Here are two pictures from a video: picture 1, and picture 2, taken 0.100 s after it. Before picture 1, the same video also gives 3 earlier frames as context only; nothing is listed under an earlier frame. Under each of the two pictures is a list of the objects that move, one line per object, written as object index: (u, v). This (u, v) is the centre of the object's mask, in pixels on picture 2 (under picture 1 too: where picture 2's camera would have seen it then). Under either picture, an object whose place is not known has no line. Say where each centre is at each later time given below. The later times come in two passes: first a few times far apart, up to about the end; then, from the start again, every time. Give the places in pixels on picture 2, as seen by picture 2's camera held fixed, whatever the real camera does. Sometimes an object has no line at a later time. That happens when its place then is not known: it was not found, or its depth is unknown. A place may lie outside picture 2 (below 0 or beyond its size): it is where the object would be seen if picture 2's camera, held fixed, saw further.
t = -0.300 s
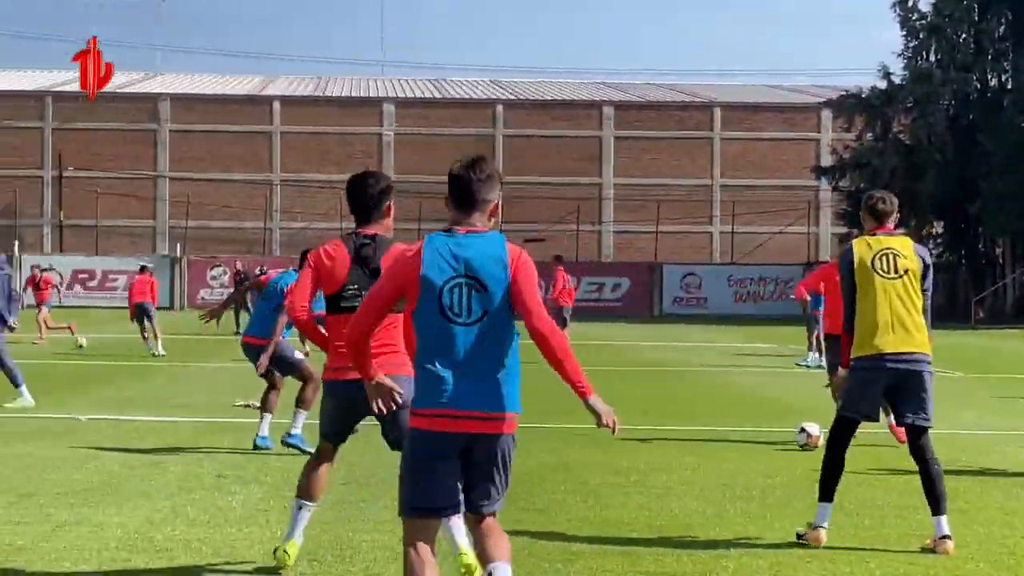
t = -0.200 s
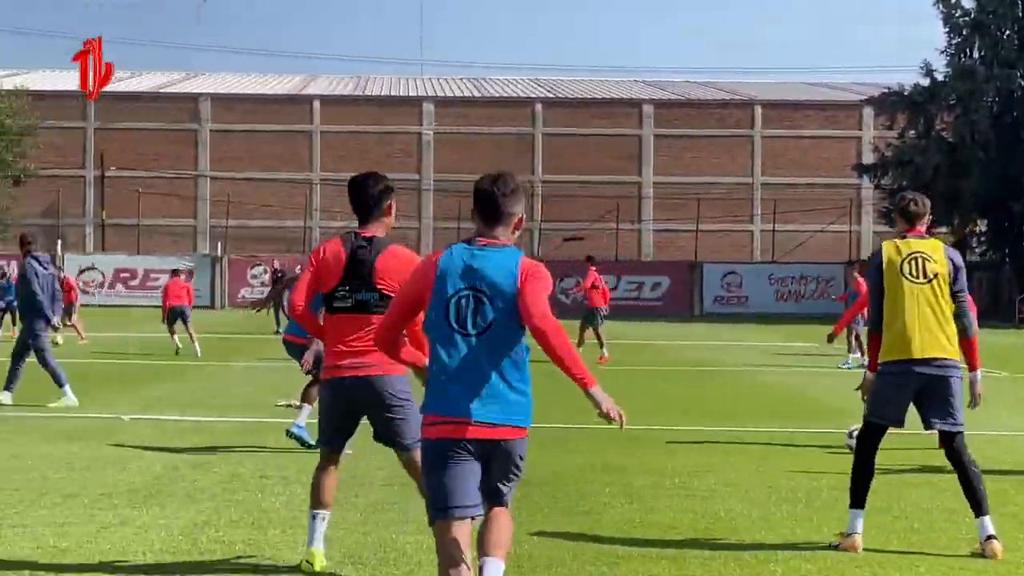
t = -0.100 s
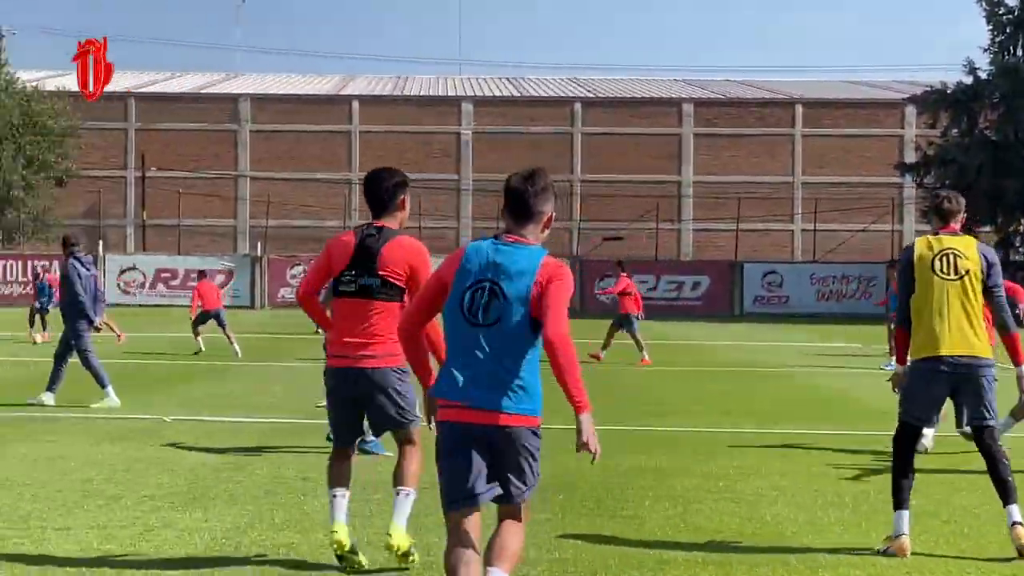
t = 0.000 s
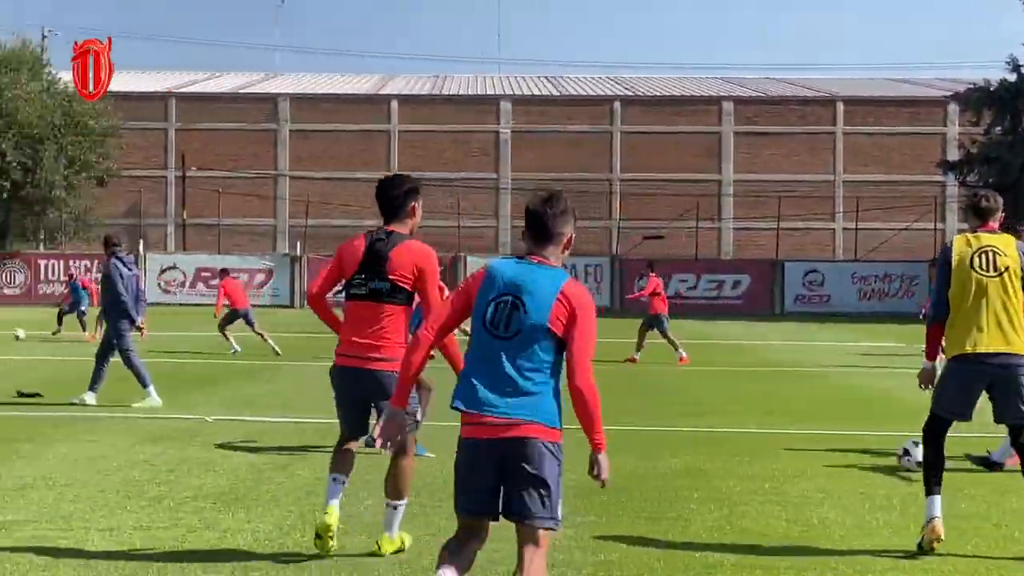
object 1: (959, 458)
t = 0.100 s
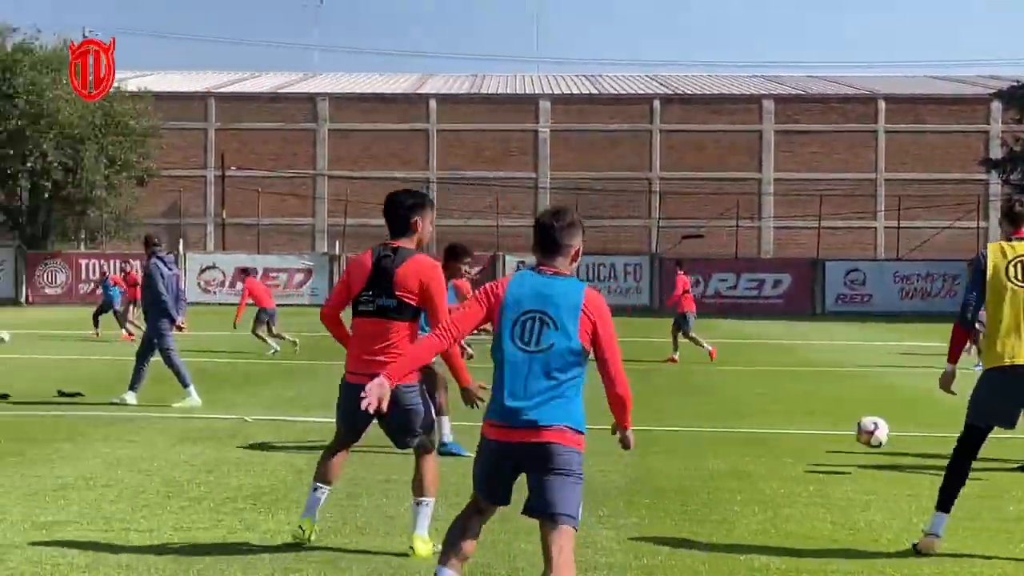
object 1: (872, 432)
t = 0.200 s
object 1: (781, 422)
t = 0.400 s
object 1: (596, 446)
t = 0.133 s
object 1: (842, 426)
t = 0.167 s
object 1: (811, 424)
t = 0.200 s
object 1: (781, 422)
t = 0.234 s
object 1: (751, 422)
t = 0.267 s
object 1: (720, 423)
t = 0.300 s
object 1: (690, 425)
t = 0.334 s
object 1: (658, 431)
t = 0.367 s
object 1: (627, 438)
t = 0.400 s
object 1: (596, 446)
